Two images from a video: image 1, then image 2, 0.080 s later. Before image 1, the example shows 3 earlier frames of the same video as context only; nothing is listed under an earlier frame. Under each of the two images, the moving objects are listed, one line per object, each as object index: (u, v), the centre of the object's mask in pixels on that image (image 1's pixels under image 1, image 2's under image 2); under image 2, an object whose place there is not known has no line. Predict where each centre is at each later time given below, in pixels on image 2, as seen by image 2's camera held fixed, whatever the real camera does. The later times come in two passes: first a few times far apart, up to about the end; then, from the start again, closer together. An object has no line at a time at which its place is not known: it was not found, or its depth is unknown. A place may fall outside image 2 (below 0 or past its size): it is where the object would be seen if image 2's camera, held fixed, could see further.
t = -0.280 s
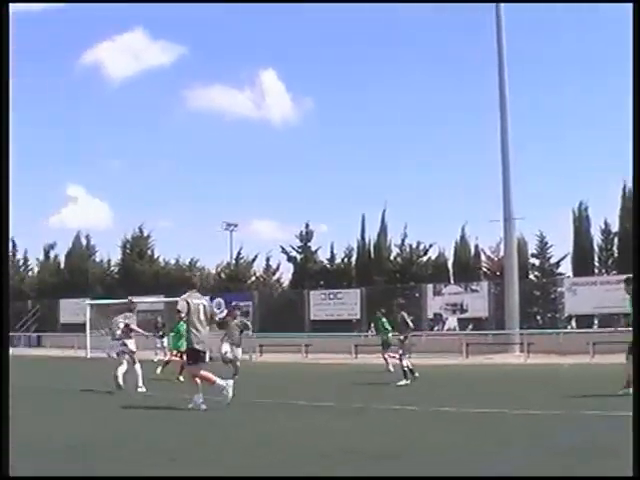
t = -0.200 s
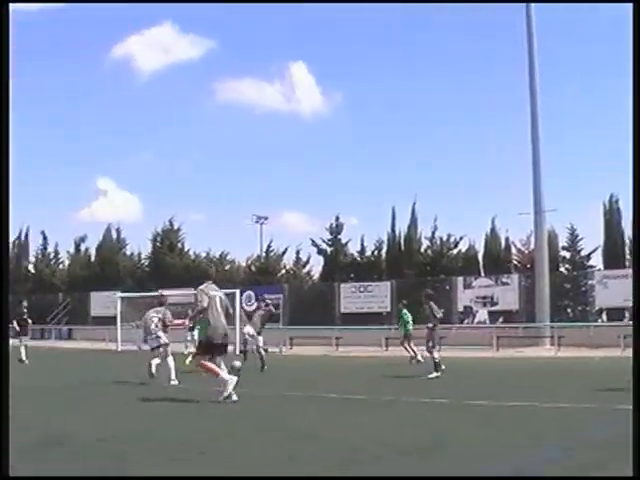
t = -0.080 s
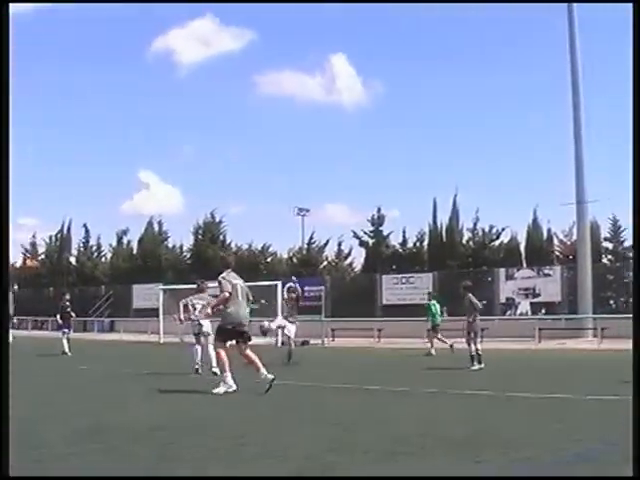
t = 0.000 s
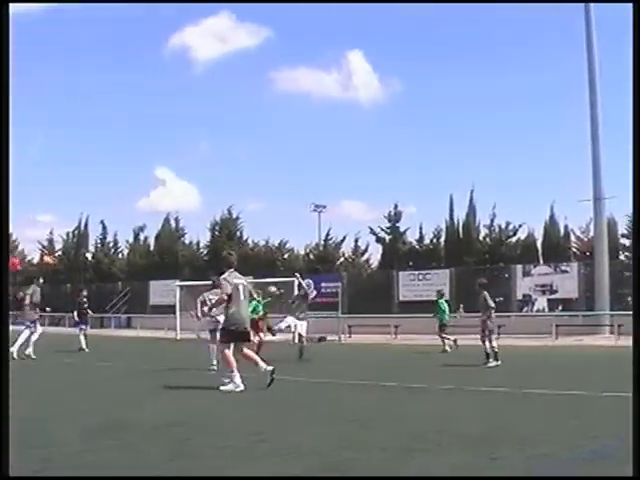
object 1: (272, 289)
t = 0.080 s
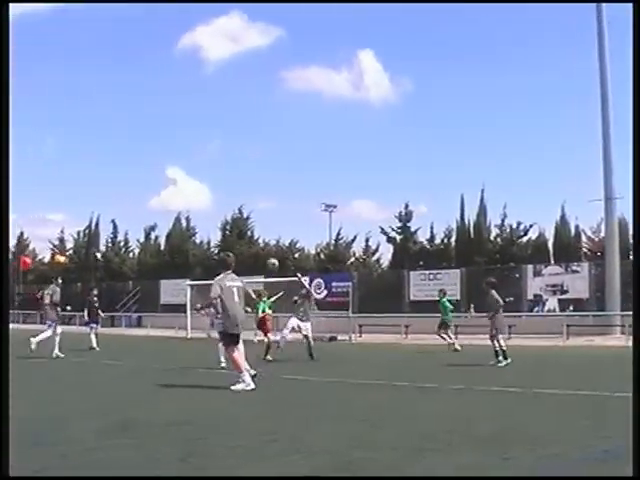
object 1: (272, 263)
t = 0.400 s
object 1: (231, 190)
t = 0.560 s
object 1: (211, 174)
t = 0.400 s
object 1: (231, 190)
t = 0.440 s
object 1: (226, 185)
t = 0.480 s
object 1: (221, 180)
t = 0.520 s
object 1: (216, 177)
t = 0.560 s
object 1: (211, 174)
